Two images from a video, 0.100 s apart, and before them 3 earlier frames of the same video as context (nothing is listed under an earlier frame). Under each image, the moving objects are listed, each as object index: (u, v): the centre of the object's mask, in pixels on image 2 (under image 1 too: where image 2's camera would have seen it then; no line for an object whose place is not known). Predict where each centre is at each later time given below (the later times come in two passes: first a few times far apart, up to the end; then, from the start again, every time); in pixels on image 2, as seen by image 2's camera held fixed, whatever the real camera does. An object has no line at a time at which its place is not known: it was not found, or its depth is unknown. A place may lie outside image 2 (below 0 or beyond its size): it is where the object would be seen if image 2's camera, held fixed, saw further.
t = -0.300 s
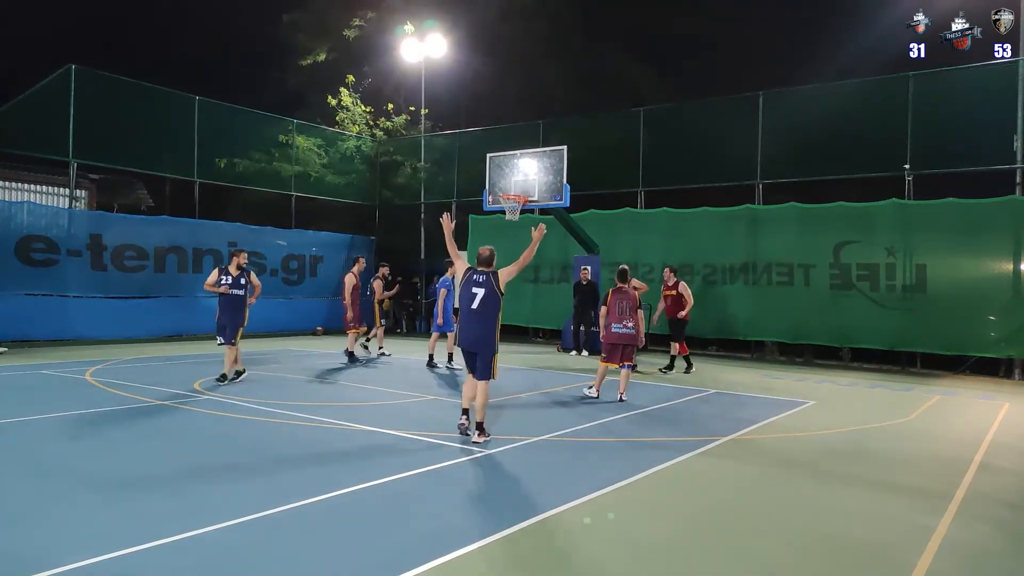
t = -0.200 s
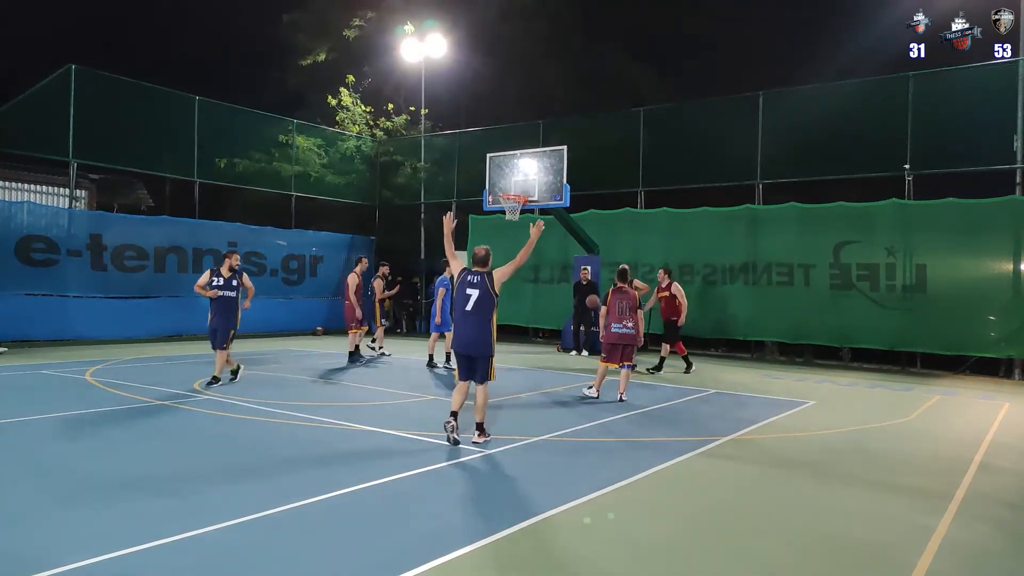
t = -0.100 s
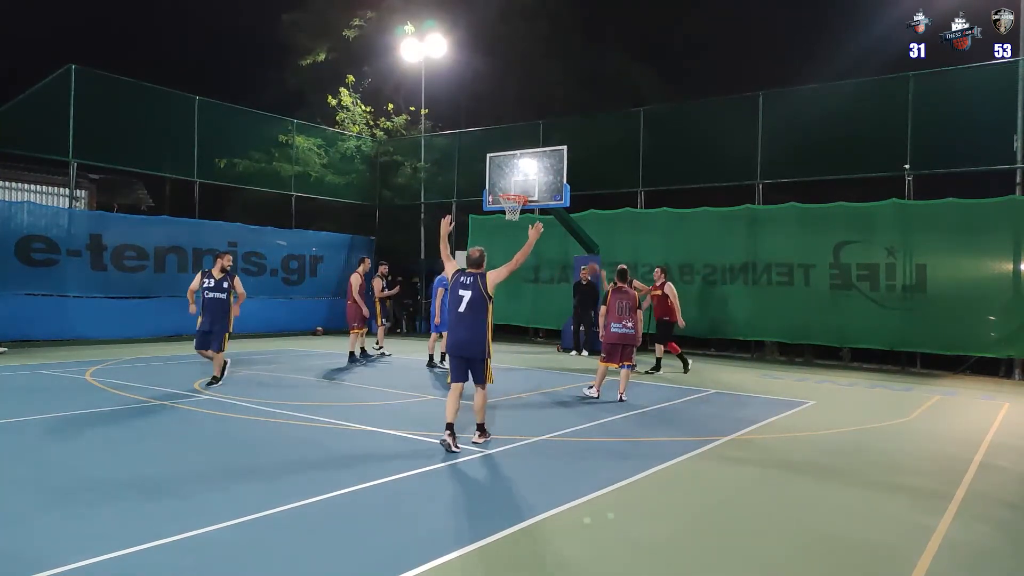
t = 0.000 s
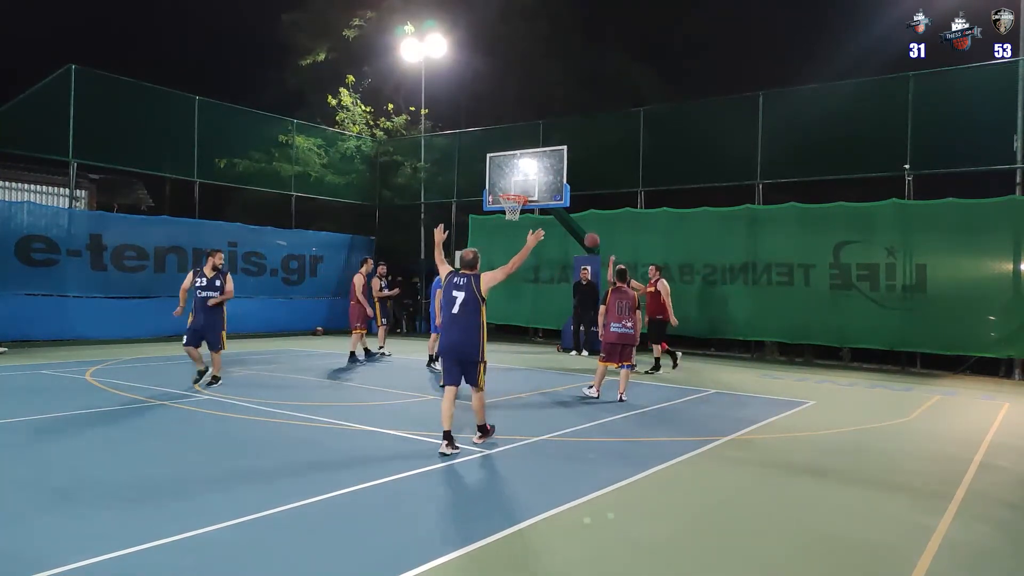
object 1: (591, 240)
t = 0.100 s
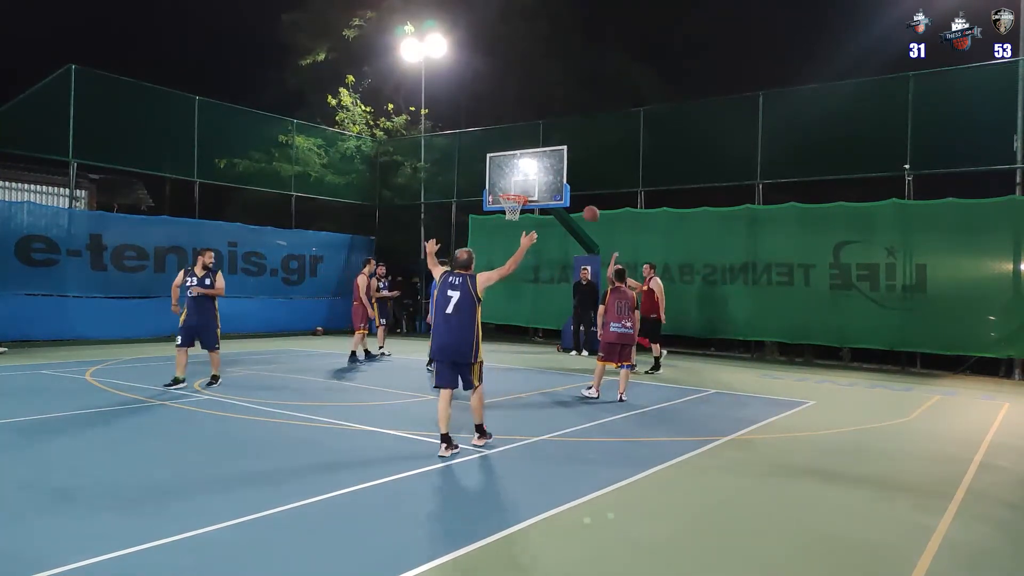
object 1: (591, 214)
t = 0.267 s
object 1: (589, 179)
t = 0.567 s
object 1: (584, 161)
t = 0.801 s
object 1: (577, 208)
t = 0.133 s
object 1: (591, 206)
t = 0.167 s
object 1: (590, 198)
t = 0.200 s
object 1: (590, 192)
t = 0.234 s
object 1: (590, 185)
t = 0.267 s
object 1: (589, 179)
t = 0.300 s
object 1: (589, 174)
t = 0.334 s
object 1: (588, 170)
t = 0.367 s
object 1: (588, 166)
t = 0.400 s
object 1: (587, 163)
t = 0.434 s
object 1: (586, 161)
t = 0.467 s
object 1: (586, 160)
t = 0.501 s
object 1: (585, 159)
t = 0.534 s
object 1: (585, 159)
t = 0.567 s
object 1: (584, 161)
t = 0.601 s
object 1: (583, 163)
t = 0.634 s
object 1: (582, 167)
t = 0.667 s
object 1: (581, 172)
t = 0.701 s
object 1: (580, 179)
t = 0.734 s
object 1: (580, 186)
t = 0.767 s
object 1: (579, 196)
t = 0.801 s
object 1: (577, 208)
